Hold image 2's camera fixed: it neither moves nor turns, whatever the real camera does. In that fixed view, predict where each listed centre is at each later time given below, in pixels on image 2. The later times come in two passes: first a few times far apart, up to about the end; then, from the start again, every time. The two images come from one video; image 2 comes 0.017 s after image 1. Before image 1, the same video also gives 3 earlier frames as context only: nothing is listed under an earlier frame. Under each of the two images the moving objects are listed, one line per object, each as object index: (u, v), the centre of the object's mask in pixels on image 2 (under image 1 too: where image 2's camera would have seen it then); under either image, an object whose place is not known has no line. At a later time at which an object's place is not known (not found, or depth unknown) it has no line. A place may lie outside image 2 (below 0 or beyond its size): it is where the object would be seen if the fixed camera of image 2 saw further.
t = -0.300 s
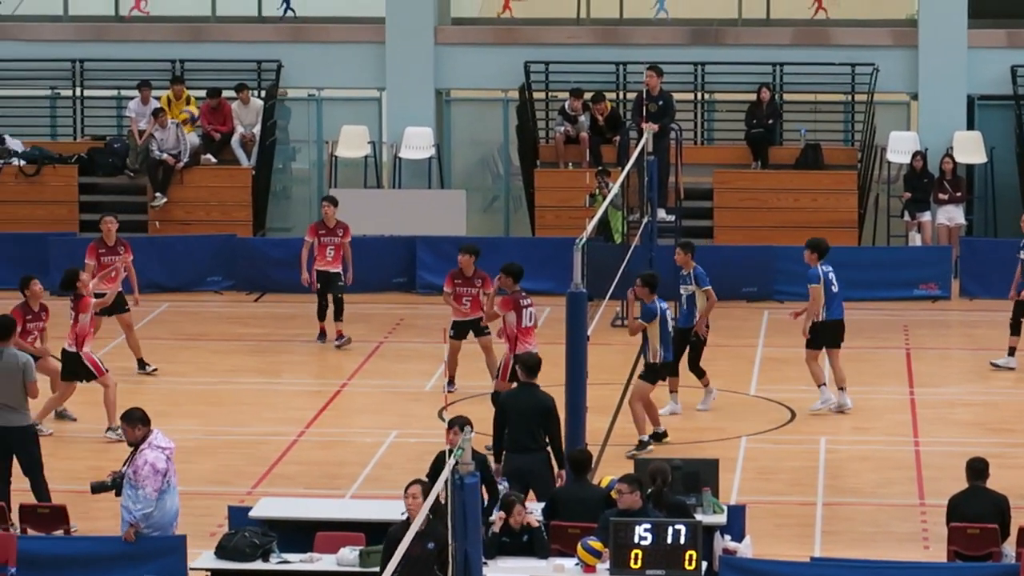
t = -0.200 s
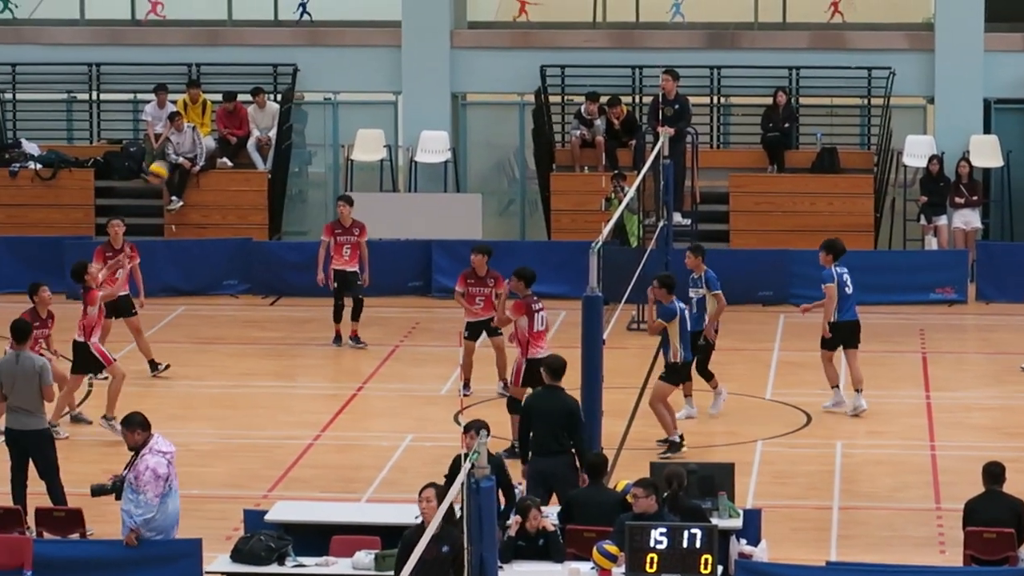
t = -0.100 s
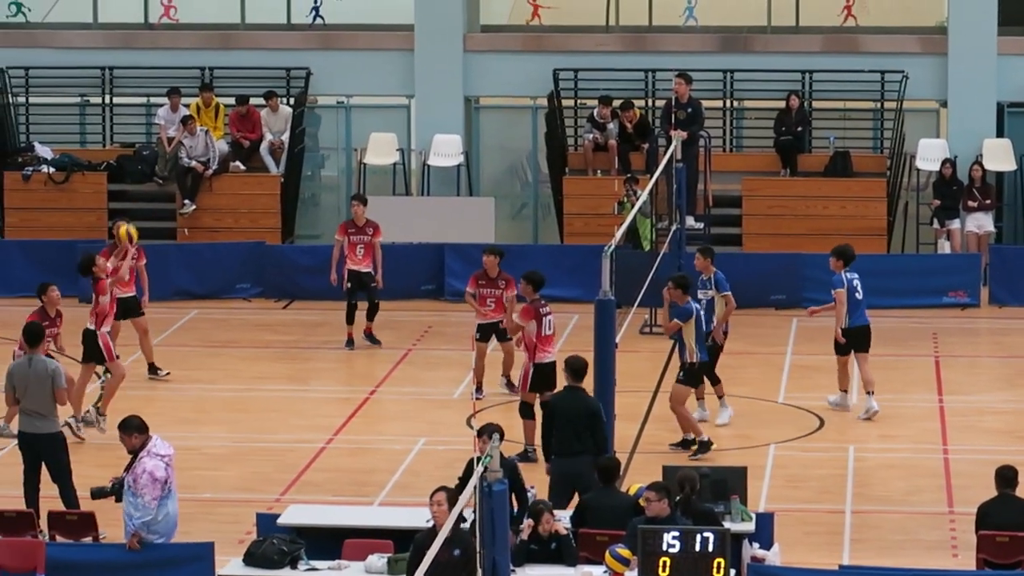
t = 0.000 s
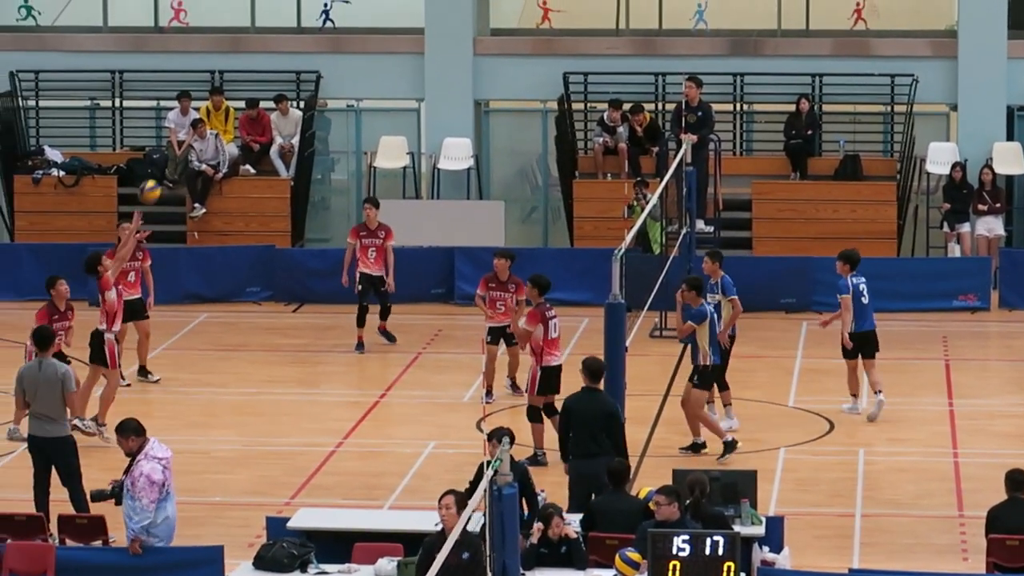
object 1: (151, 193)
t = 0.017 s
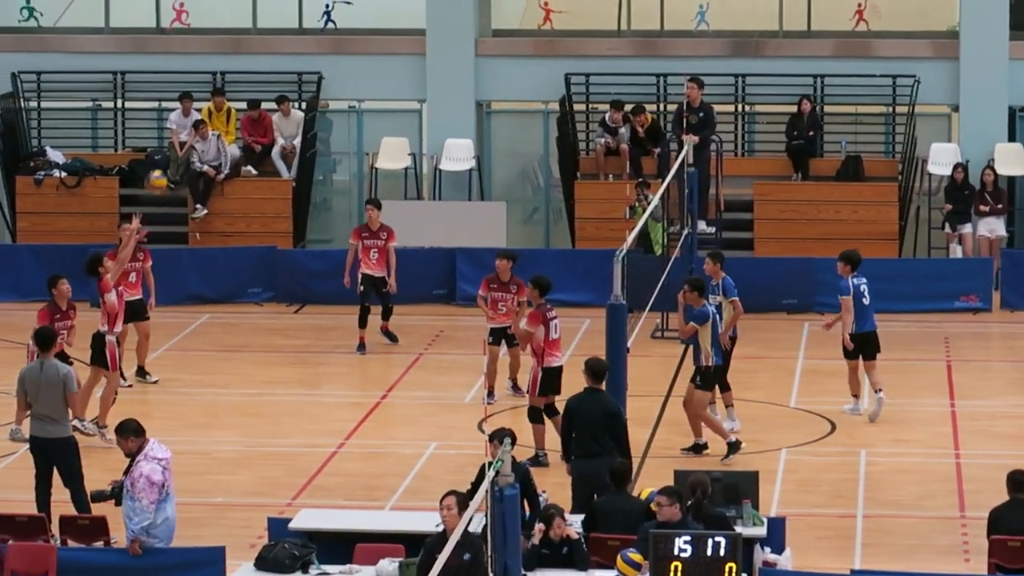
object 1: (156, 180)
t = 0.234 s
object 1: (218, 67)
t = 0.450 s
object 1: (276, 4)
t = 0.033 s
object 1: (160, 172)
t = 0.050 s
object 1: (165, 162)
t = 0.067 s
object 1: (170, 151)
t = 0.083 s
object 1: (175, 143)
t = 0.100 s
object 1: (181, 133)
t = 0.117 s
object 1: (185, 123)
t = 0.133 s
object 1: (189, 114)
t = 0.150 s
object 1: (194, 105)
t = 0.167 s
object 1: (199, 97)
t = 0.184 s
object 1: (204, 89)
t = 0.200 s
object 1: (209, 82)
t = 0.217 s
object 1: (214, 75)
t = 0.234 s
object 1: (218, 67)
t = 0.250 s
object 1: (223, 61)
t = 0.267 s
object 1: (227, 54)
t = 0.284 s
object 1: (231, 49)
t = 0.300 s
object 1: (237, 42)
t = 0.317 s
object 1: (242, 36)
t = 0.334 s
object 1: (246, 32)
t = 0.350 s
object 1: (251, 27)
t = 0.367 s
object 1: (255, 24)
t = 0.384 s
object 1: (259, 19)
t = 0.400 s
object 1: (263, 14)
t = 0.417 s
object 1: (267, 11)
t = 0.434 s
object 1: (272, 8)
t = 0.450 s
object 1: (276, 4)
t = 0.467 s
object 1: (280, 1)
